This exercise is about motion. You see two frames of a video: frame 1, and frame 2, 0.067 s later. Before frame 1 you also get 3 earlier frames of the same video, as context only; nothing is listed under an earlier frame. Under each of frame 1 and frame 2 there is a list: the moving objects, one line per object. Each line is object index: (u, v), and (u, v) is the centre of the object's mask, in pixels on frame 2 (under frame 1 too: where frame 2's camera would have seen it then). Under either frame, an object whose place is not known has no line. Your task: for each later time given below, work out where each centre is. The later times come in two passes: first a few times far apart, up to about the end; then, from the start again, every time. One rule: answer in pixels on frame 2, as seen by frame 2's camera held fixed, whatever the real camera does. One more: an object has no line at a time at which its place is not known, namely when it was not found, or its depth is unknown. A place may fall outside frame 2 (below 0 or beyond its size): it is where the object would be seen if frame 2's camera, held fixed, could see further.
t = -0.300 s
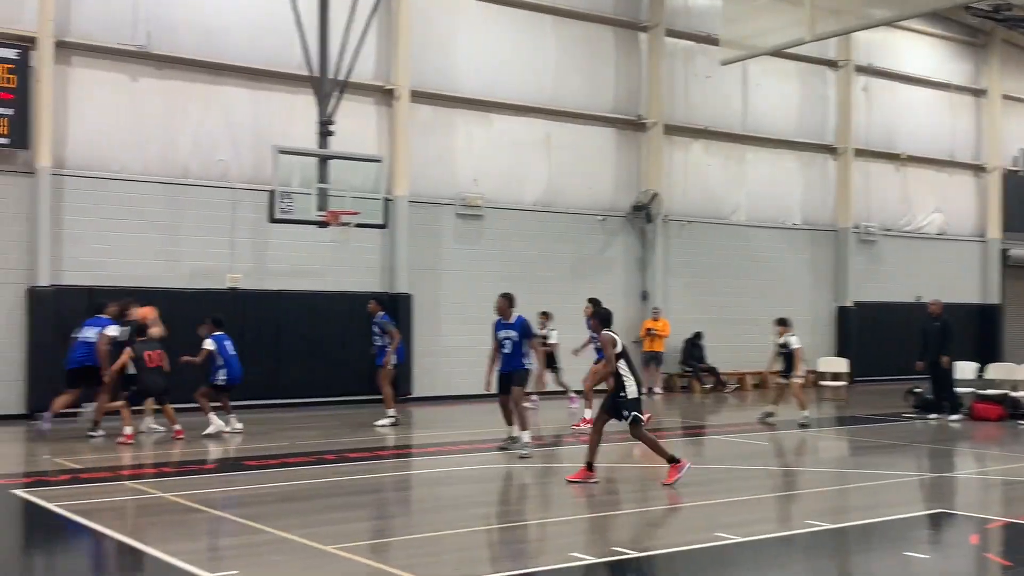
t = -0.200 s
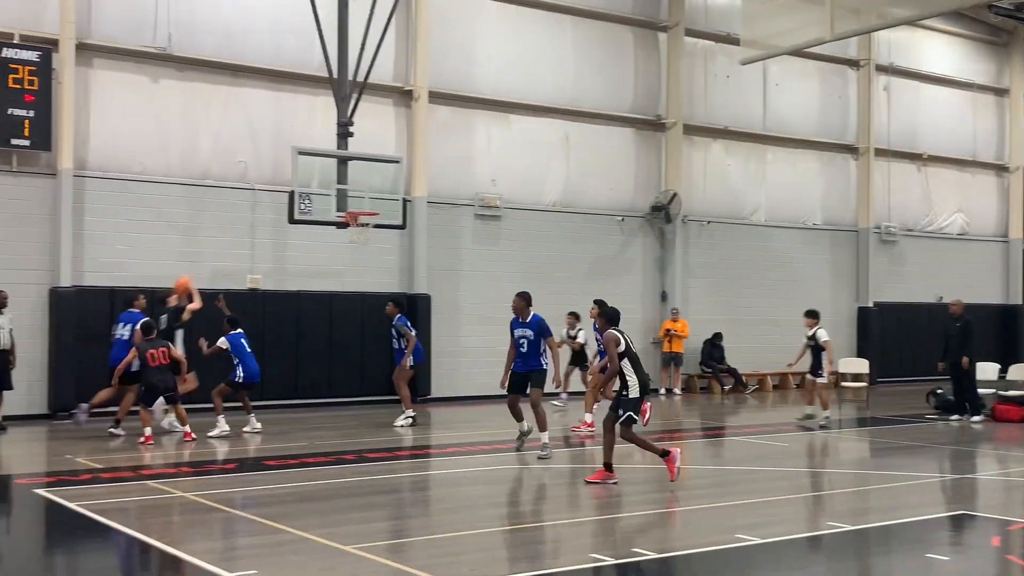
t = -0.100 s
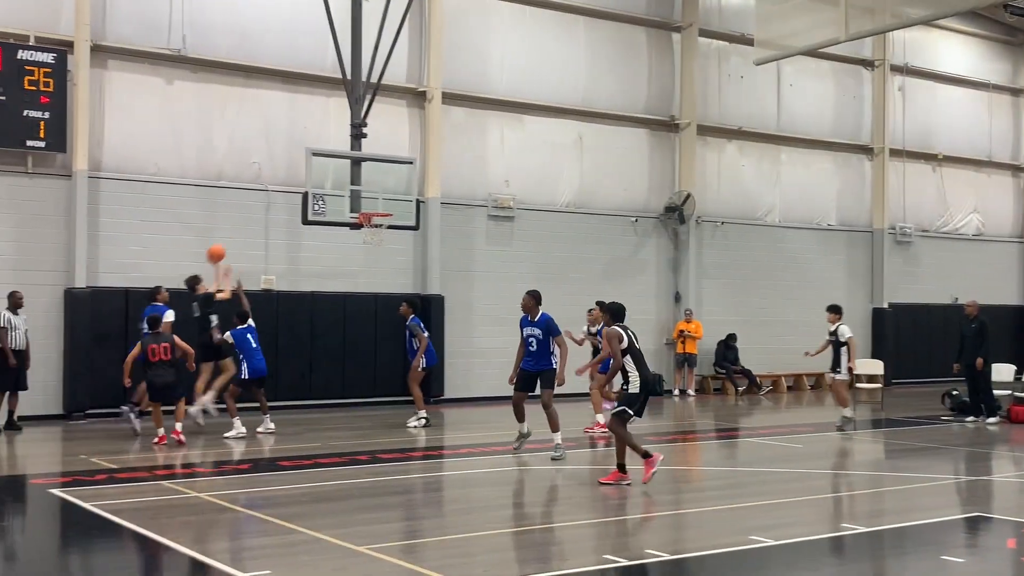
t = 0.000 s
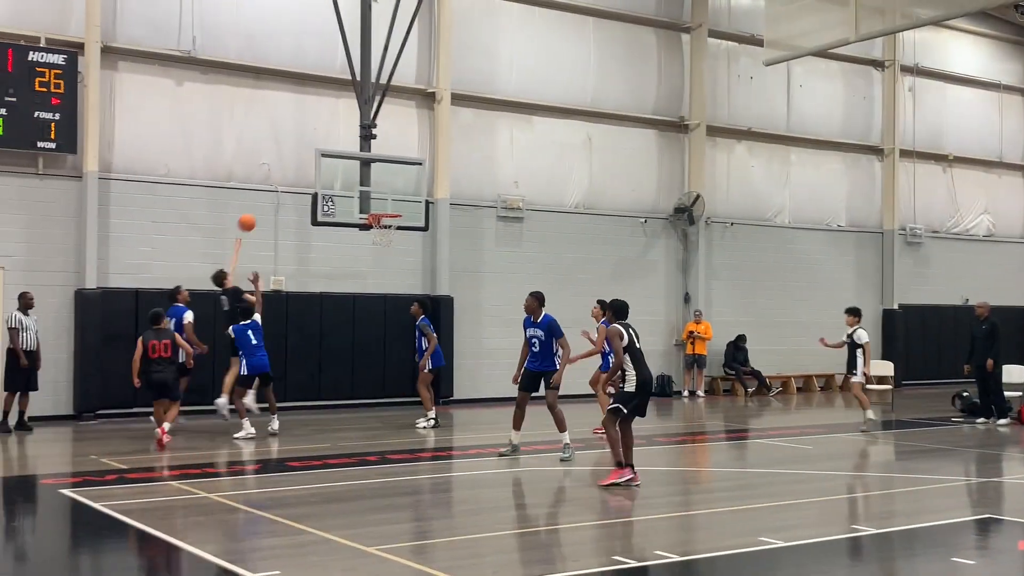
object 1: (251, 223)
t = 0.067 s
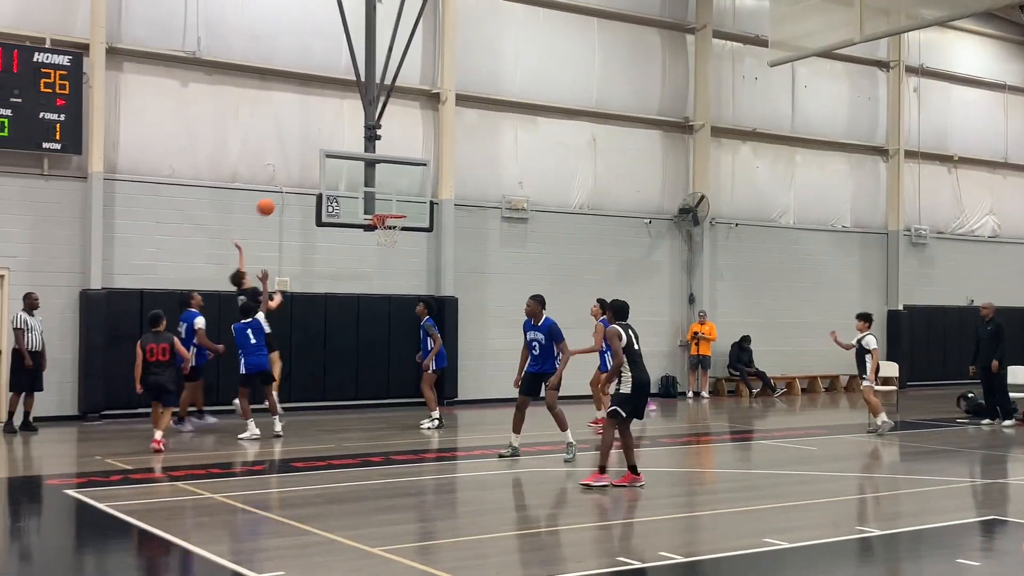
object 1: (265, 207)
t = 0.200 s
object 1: (293, 184)
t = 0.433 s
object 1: (339, 174)
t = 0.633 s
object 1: (376, 194)
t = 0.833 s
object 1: (401, 231)
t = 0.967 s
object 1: (396, 244)
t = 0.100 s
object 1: (272, 200)
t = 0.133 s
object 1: (279, 194)
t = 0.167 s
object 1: (286, 189)
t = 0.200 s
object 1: (293, 184)
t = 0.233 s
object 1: (300, 181)
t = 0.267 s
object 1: (307, 178)
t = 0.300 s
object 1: (313, 176)
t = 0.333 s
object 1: (319, 174)
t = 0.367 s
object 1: (326, 173)
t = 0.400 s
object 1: (332, 174)
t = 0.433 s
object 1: (339, 174)
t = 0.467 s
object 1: (345, 176)
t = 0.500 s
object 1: (351, 178)
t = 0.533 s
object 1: (358, 181)
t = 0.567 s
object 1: (364, 185)
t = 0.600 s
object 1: (370, 189)
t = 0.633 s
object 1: (376, 194)
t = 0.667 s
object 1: (382, 201)
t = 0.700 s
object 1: (388, 207)
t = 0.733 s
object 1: (394, 215)
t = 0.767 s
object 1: (399, 222)
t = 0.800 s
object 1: (401, 227)
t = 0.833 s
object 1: (401, 231)
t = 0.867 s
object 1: (401, 233)
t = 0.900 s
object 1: (399, 236)
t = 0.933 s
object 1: (398, 238)
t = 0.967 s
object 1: (396, 244)
